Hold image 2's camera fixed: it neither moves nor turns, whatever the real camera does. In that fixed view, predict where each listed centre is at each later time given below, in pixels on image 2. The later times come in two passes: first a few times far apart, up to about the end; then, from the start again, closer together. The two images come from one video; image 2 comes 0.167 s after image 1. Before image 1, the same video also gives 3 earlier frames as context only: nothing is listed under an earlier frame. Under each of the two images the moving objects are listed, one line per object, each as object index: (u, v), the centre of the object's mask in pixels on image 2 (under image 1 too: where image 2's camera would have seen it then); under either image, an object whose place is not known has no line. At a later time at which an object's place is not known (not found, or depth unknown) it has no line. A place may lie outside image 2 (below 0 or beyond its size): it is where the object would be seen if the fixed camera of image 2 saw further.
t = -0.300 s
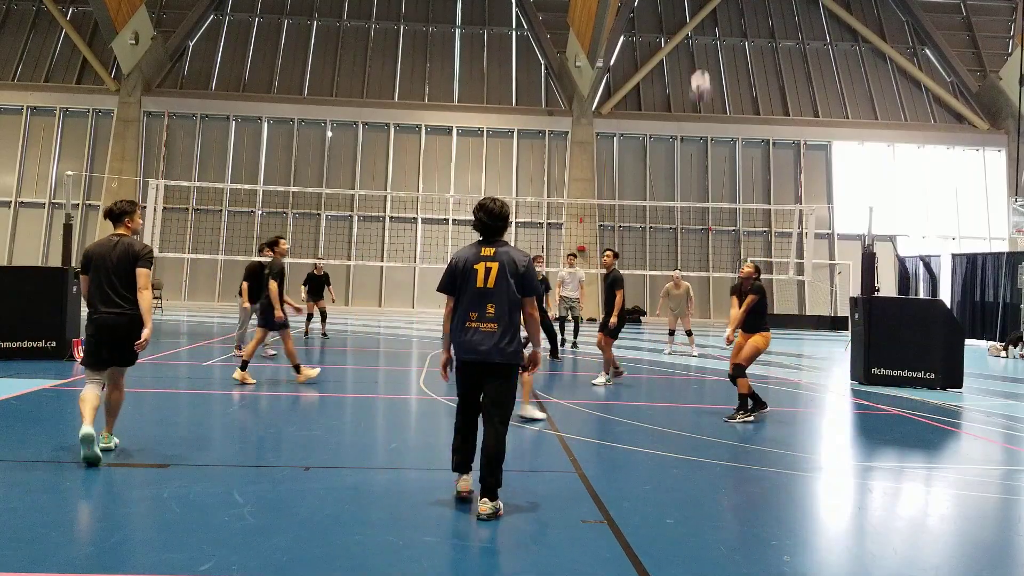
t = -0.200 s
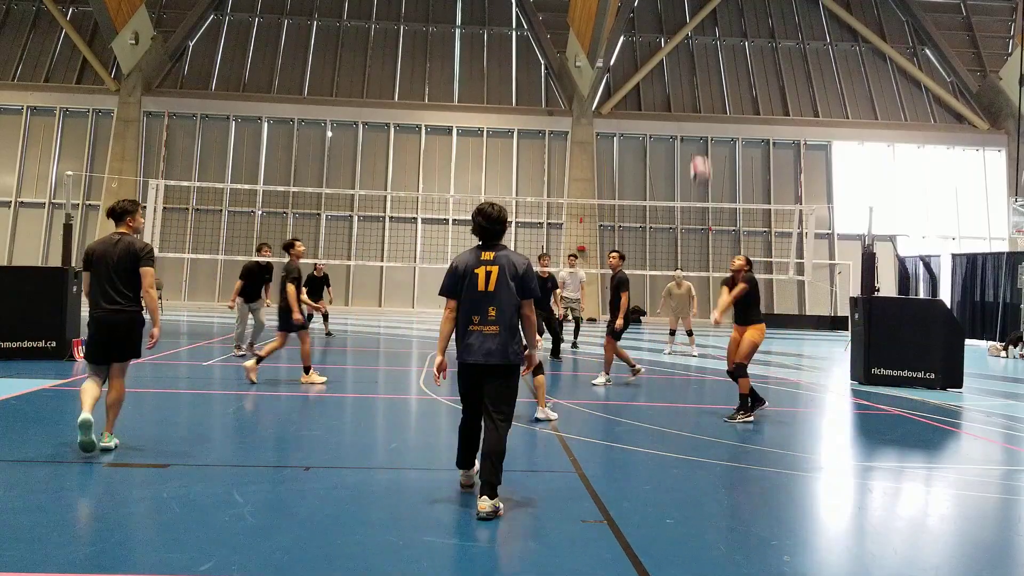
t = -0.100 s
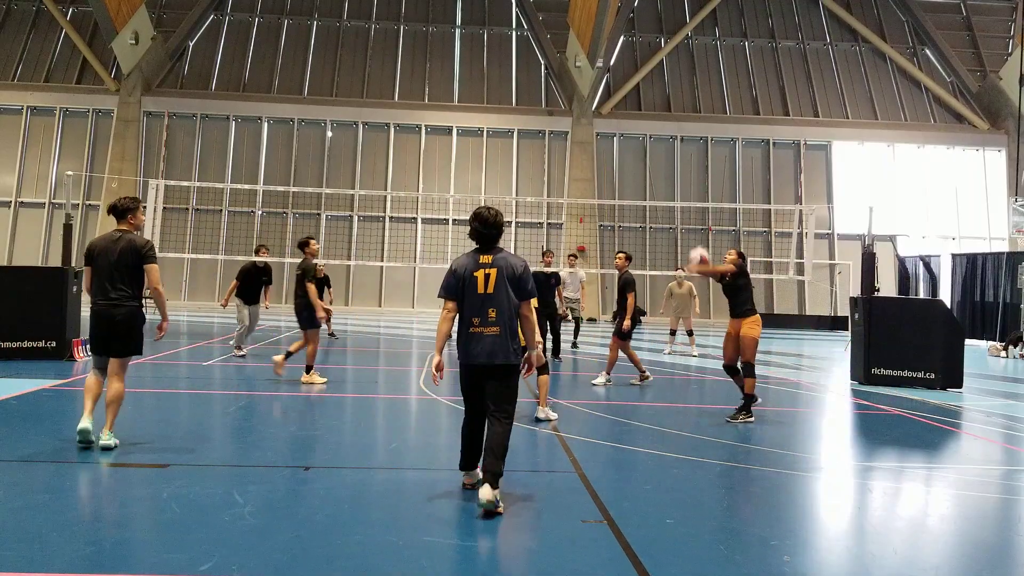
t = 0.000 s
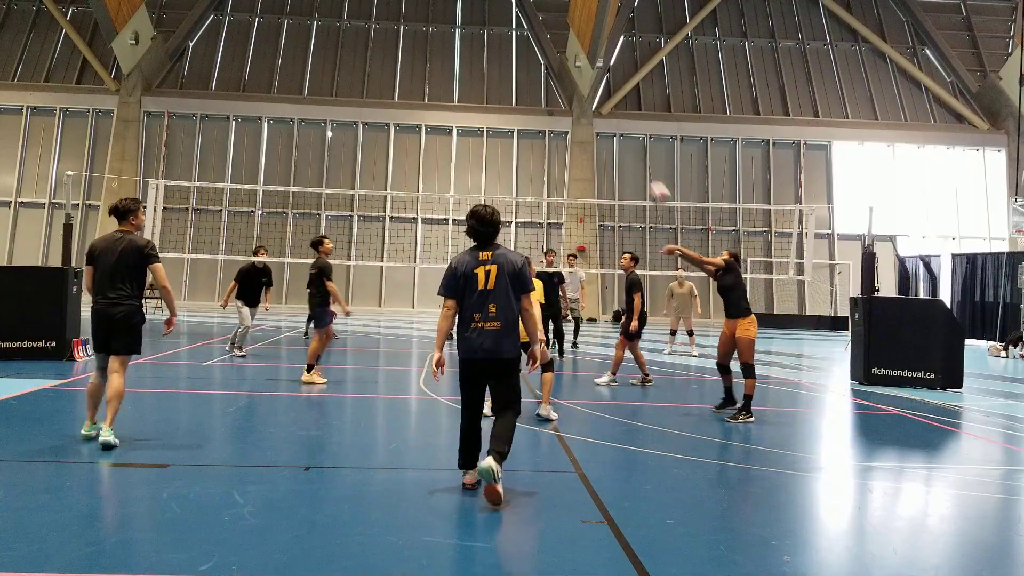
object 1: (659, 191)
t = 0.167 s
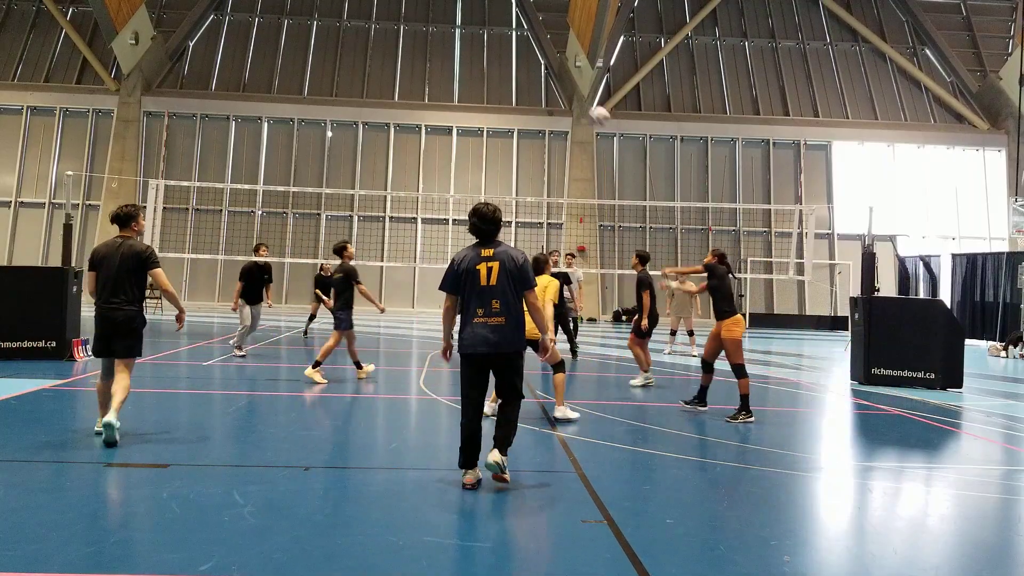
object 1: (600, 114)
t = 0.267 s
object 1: (570, 87)
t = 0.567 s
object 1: (494, 59)
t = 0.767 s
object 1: (454, 77)
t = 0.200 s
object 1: (589, 105)
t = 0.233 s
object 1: (579, 94)
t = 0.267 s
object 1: (570, 87)
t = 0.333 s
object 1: (551, 74)
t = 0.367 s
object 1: (542, 68)
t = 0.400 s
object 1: (533, 64)
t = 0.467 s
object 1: (517, 59)
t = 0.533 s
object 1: (501, 58)
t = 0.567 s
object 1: (494, 59)
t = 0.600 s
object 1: (487, 60)
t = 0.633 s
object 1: (480, 62)
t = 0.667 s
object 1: (474, 64)
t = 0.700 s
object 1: (466, 68)
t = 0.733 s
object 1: (461, 72)
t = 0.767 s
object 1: (454, 77)
